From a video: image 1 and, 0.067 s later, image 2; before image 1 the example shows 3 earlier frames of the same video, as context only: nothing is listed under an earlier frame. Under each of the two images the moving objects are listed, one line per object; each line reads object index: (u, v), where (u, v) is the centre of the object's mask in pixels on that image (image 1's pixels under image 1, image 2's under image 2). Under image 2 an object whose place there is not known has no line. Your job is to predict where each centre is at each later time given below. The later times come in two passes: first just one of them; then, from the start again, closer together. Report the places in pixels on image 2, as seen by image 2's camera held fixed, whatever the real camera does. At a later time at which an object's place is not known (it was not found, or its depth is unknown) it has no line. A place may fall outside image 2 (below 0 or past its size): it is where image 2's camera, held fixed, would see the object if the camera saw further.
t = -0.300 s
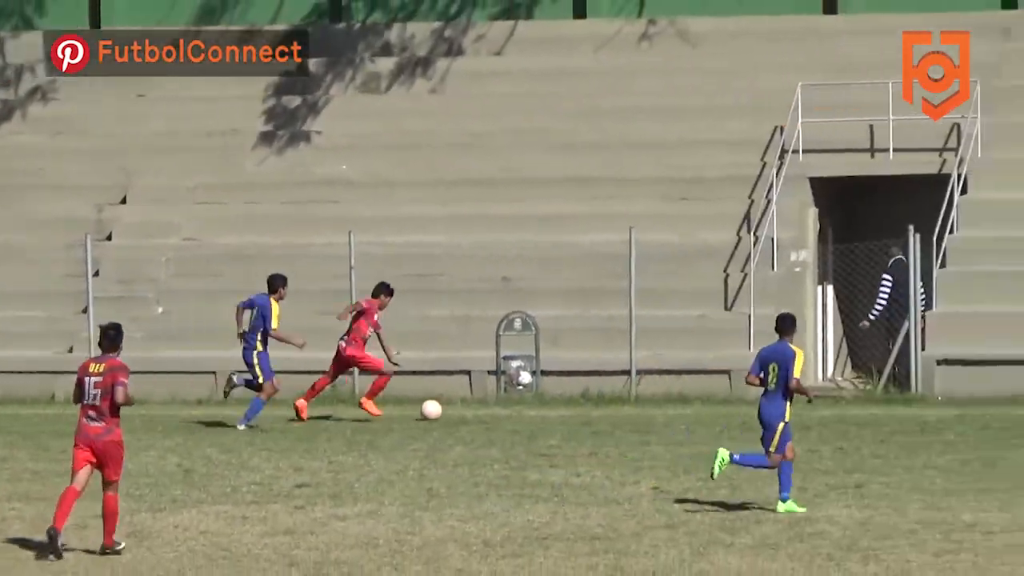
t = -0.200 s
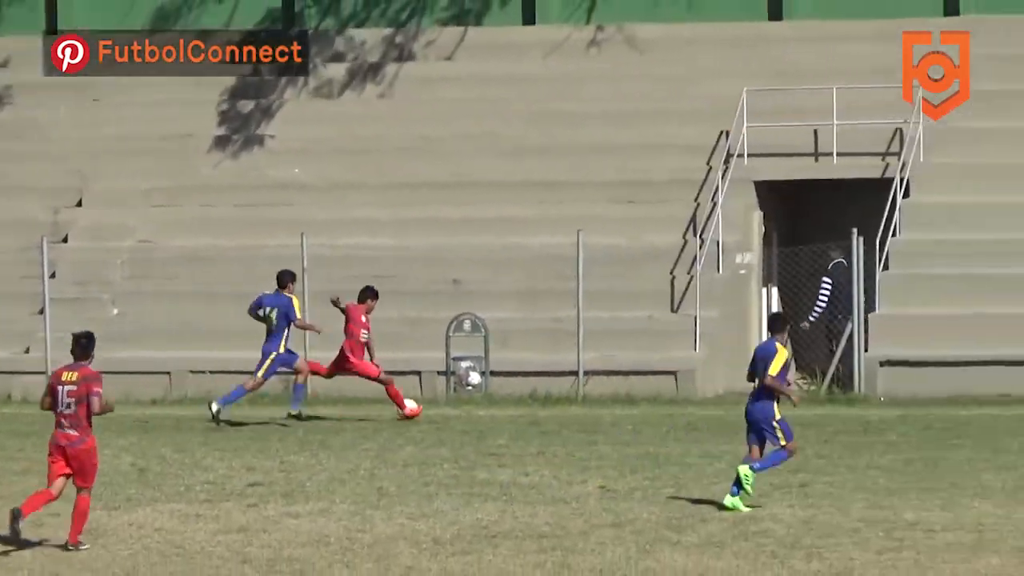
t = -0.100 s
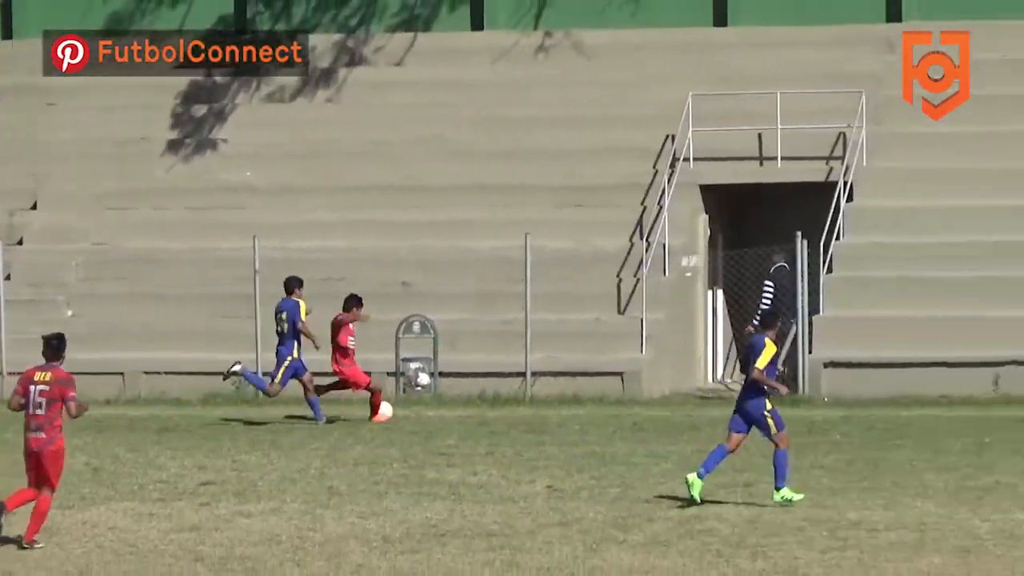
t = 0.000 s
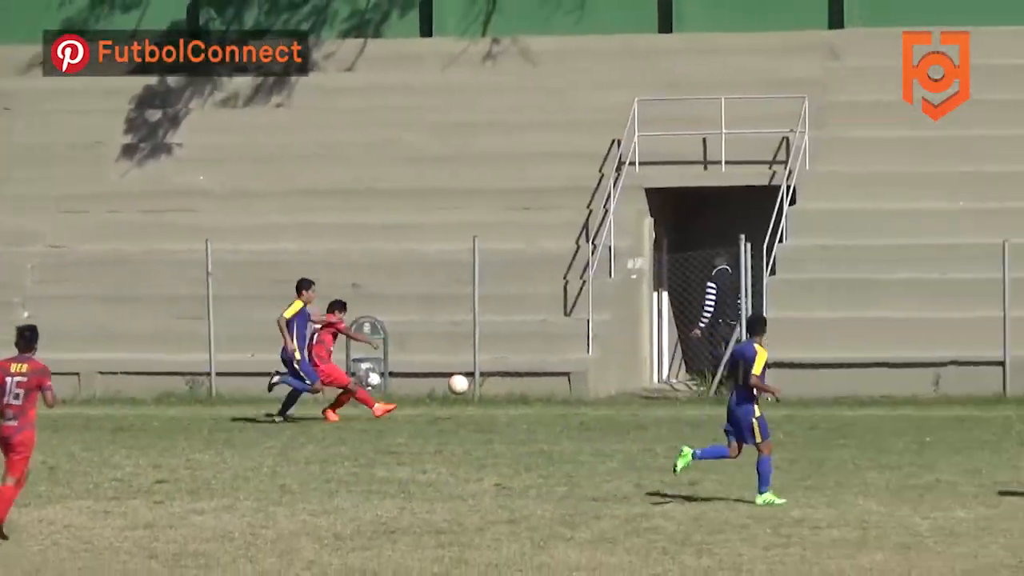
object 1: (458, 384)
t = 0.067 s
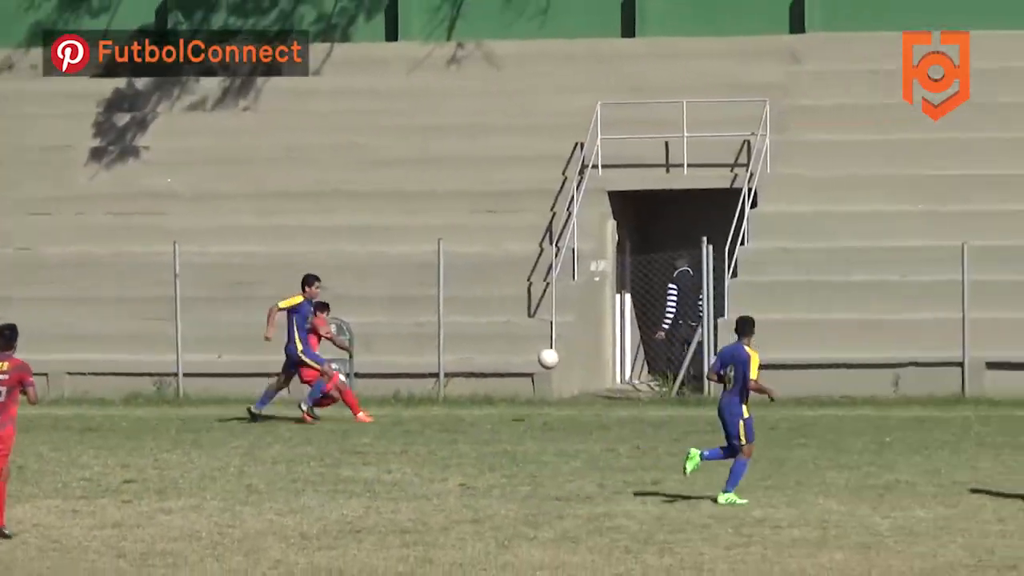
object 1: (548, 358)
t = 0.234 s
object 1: (856, 299)
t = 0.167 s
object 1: (734, 322)
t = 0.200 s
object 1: (791, 306)
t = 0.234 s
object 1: (856, 299)
